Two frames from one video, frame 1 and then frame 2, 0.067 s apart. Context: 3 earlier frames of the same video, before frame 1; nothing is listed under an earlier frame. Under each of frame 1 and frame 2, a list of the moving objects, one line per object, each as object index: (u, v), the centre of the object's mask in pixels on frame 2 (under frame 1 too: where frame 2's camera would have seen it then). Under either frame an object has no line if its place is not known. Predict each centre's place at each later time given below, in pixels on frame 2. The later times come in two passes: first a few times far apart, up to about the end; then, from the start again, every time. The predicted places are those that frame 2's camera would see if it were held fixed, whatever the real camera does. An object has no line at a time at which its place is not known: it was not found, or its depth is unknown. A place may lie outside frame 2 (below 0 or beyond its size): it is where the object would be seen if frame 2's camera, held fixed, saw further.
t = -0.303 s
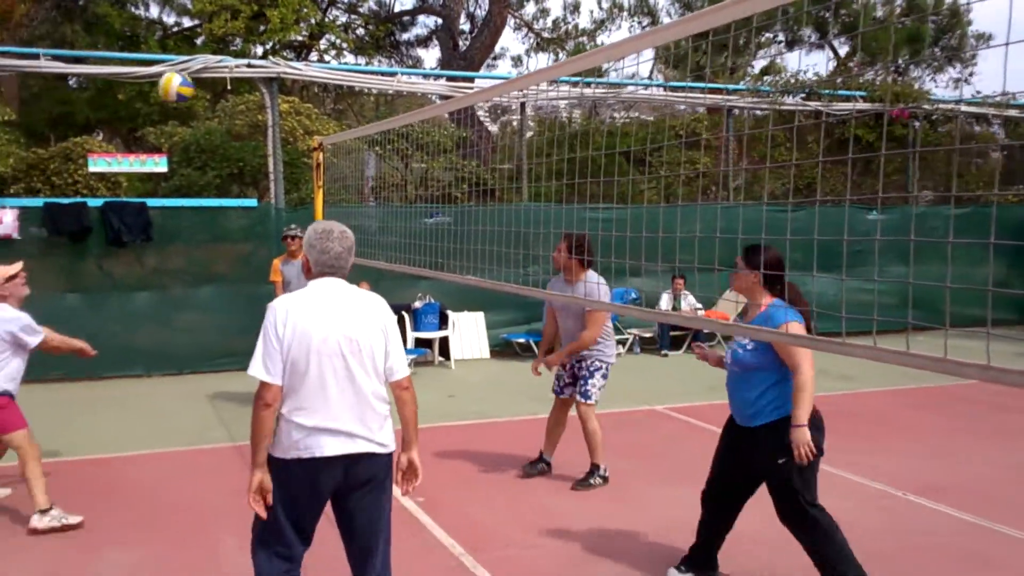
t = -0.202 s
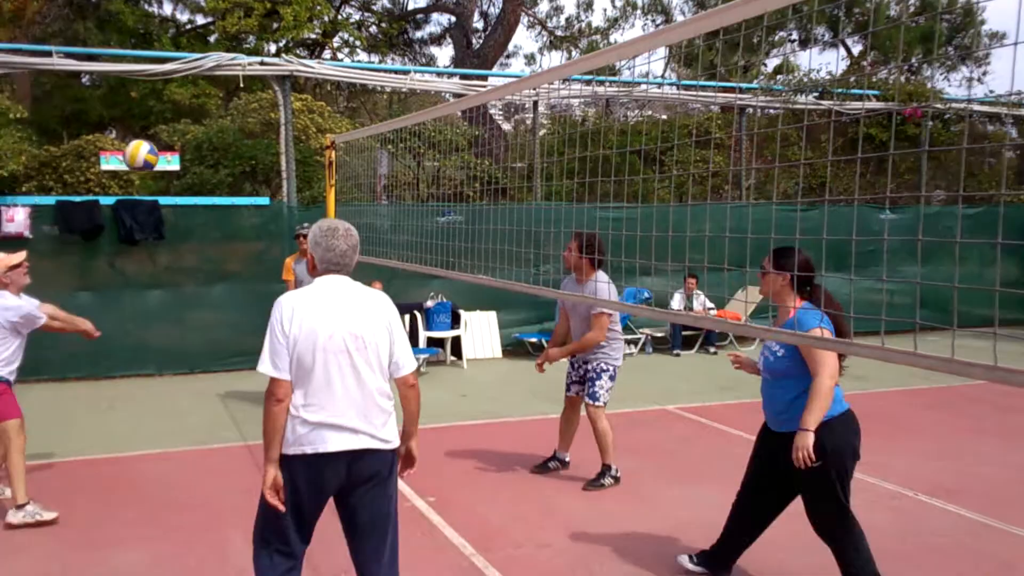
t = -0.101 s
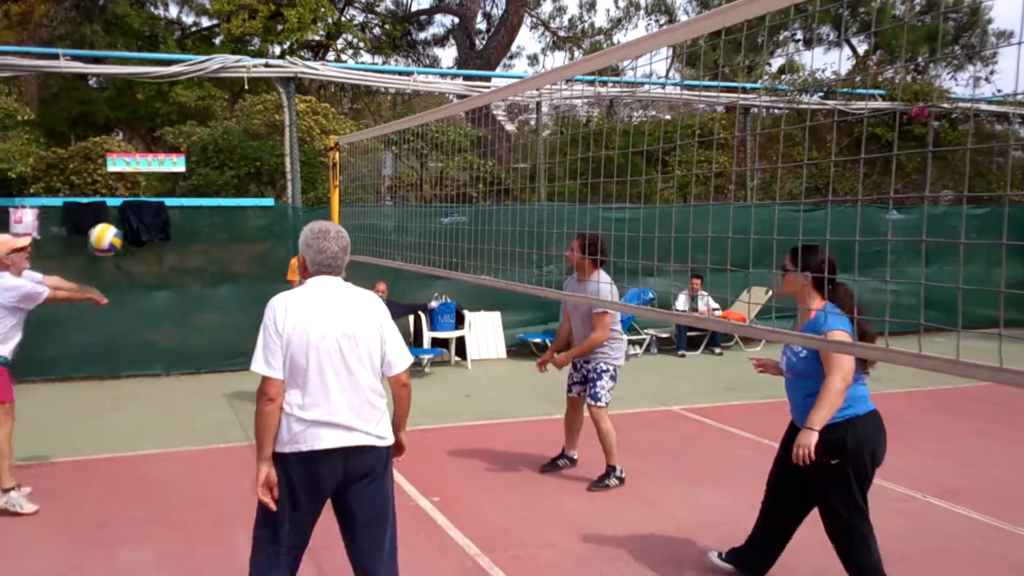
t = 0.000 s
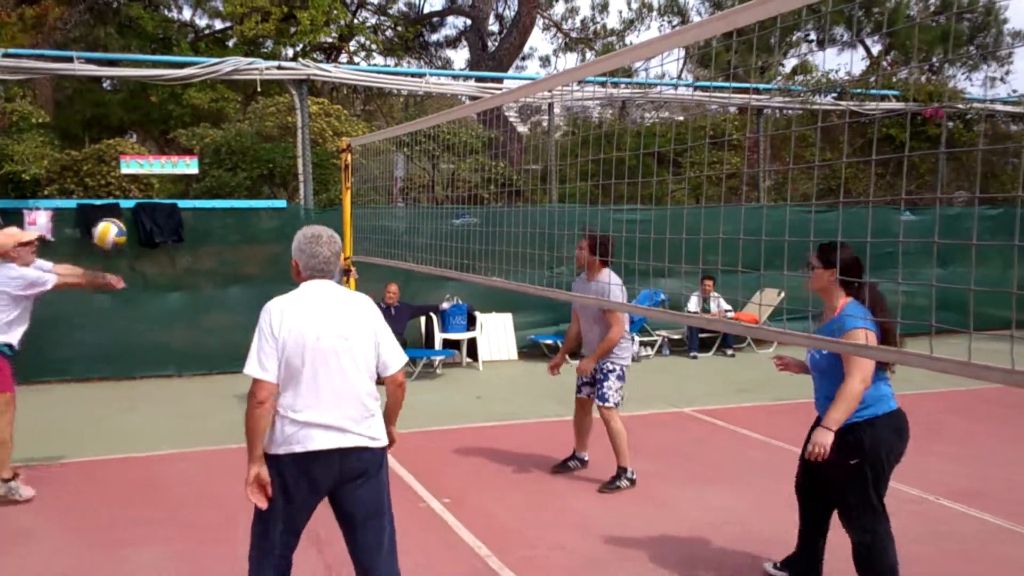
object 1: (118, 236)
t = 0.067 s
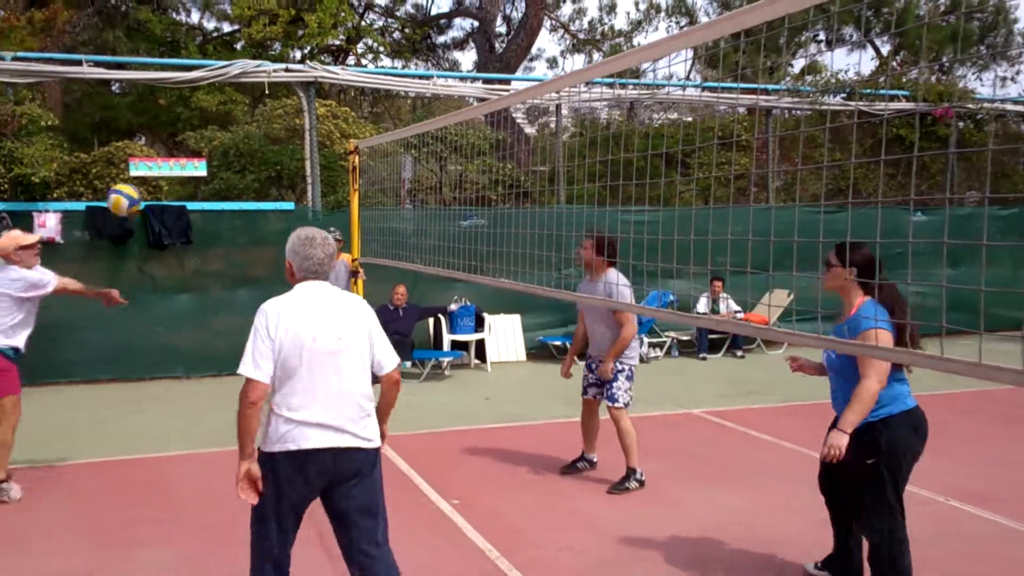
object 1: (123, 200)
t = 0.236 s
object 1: (139, 131)
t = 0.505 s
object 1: (175, 109)
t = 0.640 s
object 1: (197, 150)
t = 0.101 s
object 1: (126, 184)
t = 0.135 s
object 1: (128, 168)
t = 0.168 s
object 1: (133, 154)
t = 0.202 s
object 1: (136, 142)
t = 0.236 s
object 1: (139, 131)
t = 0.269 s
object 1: (144, 122)
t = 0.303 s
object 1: (148, 115)
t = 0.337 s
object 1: (152, 109)
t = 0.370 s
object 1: (156, 105)
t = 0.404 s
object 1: (160, 103)
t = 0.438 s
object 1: (166, 103)
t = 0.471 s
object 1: (170, 105)
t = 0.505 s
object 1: (175, 109)
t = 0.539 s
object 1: (180, 115)
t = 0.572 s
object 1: (185, 123)
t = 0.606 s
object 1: (191, 137)
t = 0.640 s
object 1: (197, 150)
